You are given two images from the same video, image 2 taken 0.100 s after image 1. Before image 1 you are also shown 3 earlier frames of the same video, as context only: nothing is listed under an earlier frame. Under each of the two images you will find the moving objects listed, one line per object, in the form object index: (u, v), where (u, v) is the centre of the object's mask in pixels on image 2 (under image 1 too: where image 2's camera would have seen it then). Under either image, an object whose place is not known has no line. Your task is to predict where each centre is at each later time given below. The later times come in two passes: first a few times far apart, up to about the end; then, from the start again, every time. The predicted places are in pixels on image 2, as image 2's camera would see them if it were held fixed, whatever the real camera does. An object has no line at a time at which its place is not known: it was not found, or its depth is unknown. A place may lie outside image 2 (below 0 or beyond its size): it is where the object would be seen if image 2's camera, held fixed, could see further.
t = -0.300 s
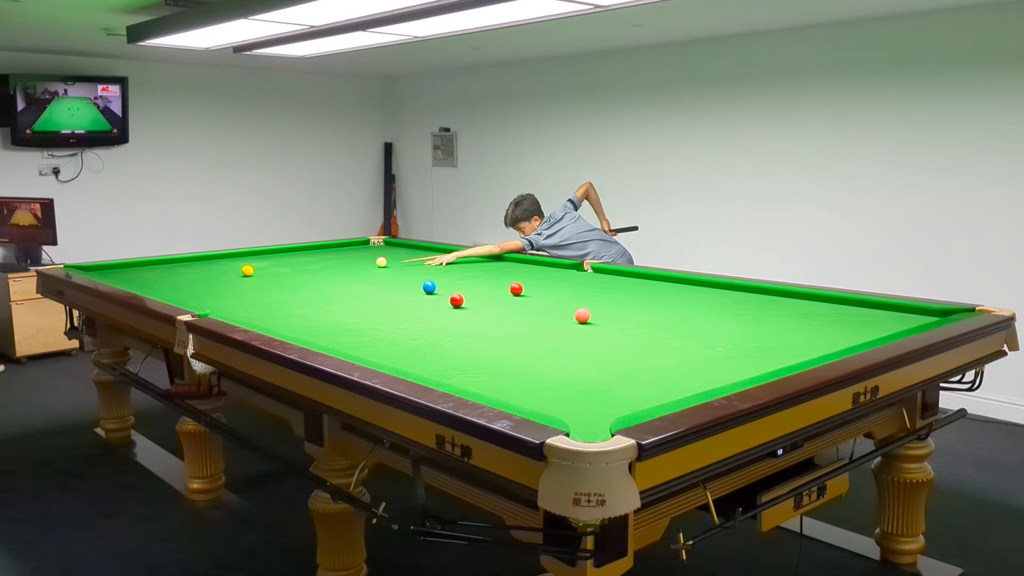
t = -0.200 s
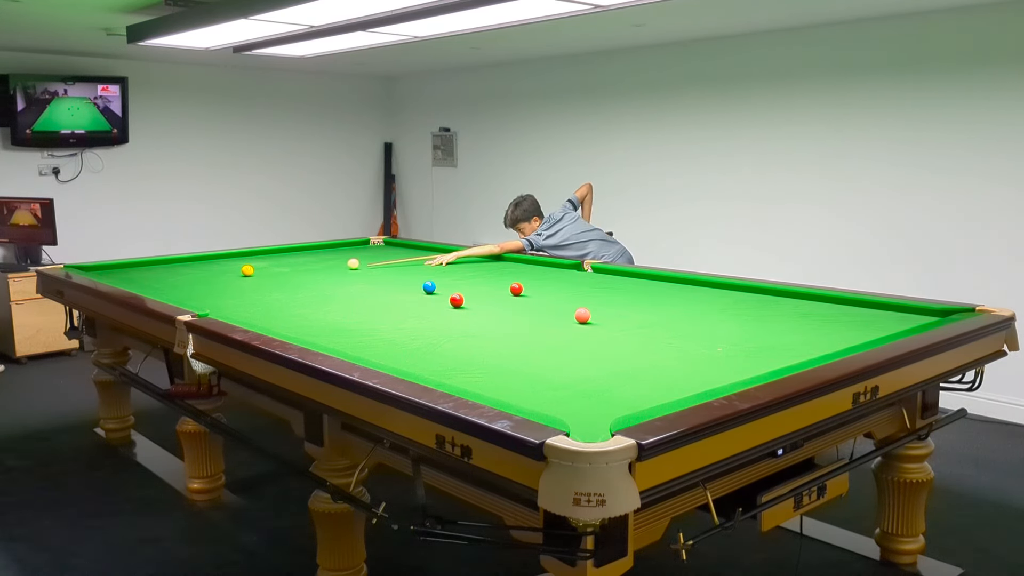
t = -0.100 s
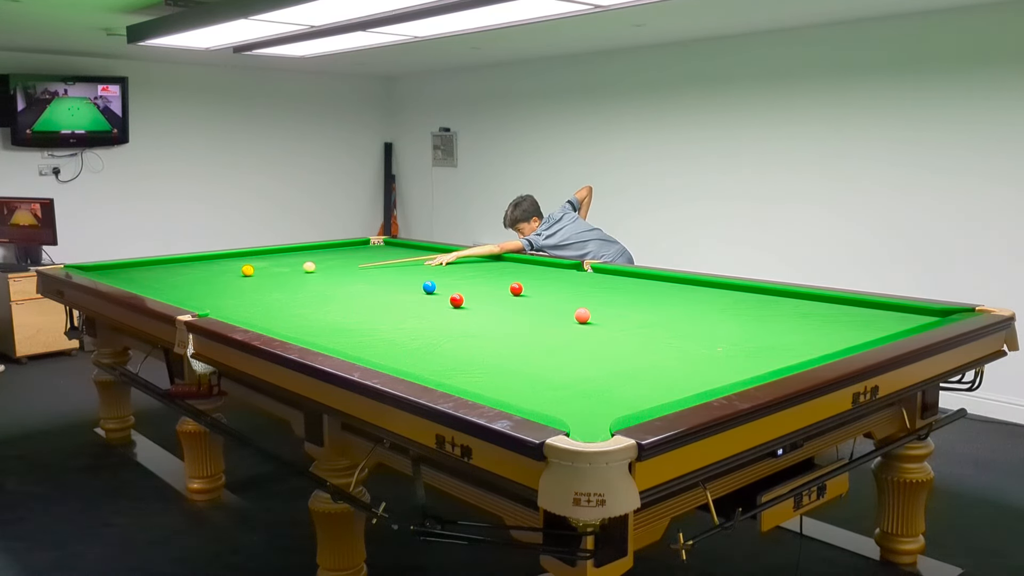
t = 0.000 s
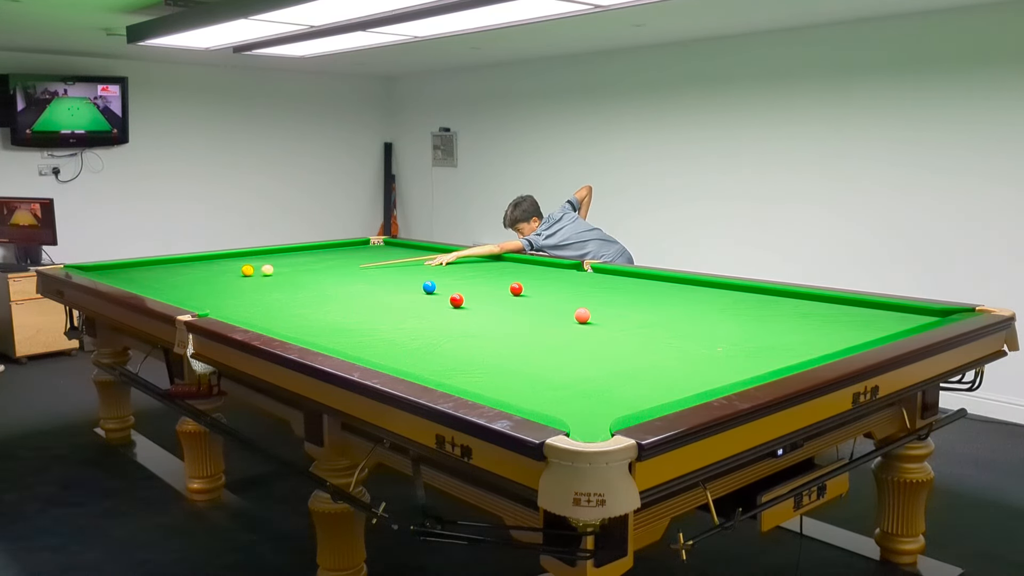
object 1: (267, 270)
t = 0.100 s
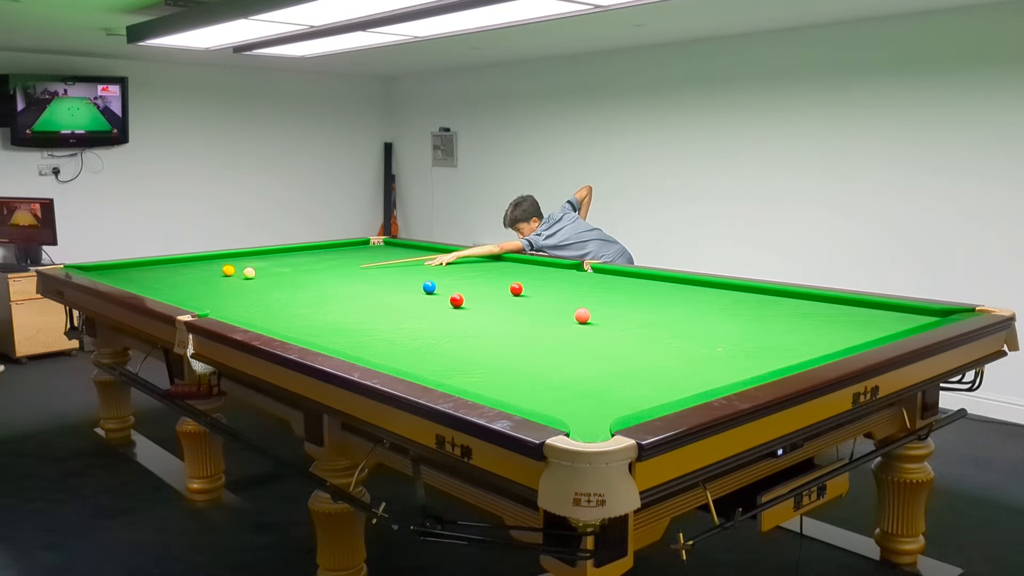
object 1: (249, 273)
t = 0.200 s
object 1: (240, 276)
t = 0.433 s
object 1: (222, 281)
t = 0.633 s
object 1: (207, 286)
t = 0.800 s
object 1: (193, 289)
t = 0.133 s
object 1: (246, 274)
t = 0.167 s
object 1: (243, 275)
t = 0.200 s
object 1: (240, 276)
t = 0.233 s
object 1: (237, 276)
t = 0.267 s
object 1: (235, 277)
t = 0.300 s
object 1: (232, 278)
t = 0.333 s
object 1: (230, 279)
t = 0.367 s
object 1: (228, 279)
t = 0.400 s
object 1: (225, 280)
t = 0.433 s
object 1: (222, 281)
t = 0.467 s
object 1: (220, 282)
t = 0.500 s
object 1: (217, 283)
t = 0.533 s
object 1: (215, 283)
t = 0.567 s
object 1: (212, 284)
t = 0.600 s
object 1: (210, 285)
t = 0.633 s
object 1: (207, 286)
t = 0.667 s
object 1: (204, 286)
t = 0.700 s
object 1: (202, 287)
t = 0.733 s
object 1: (199, 288)
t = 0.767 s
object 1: (196, 289)
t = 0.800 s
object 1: (193, 289)
